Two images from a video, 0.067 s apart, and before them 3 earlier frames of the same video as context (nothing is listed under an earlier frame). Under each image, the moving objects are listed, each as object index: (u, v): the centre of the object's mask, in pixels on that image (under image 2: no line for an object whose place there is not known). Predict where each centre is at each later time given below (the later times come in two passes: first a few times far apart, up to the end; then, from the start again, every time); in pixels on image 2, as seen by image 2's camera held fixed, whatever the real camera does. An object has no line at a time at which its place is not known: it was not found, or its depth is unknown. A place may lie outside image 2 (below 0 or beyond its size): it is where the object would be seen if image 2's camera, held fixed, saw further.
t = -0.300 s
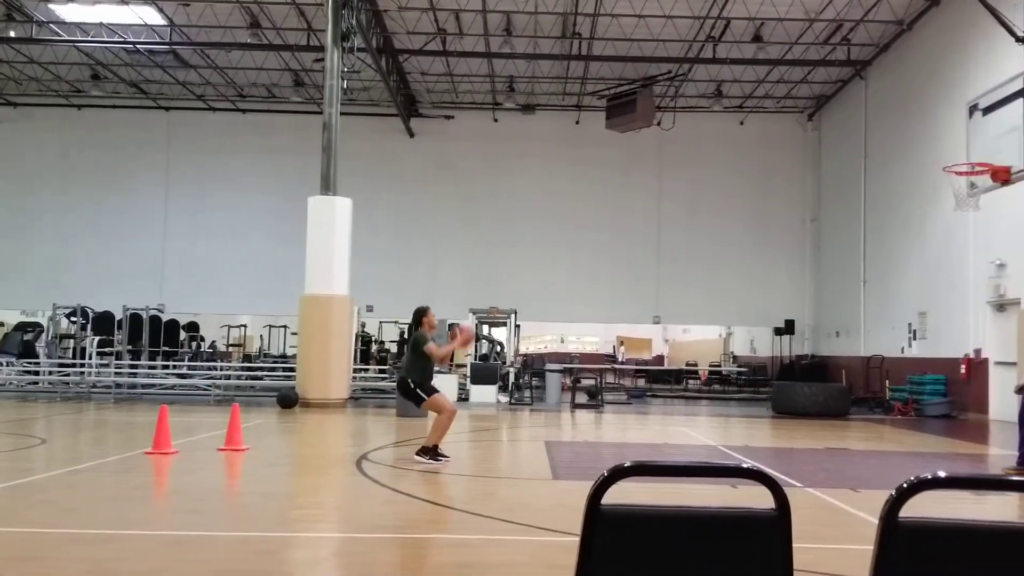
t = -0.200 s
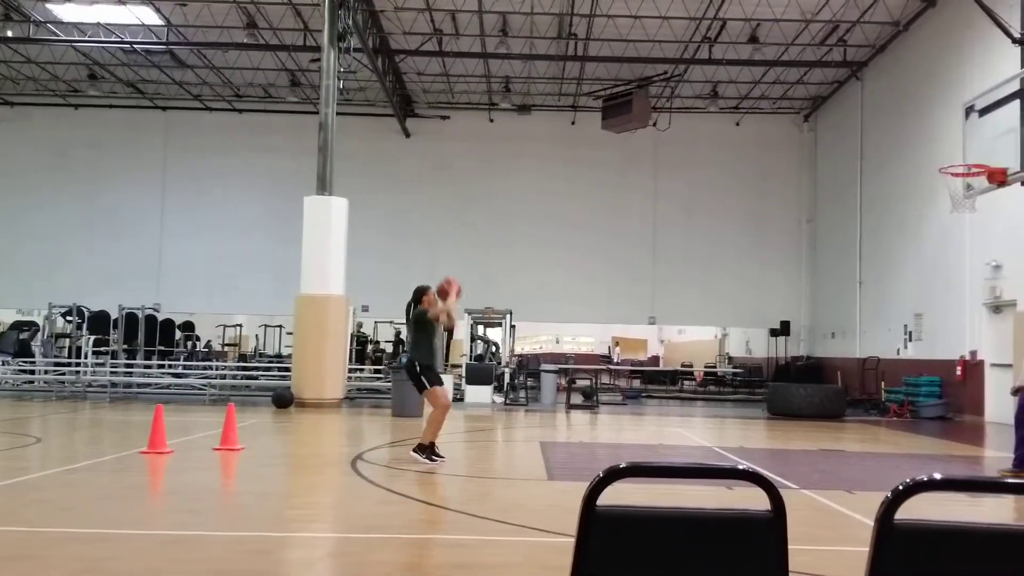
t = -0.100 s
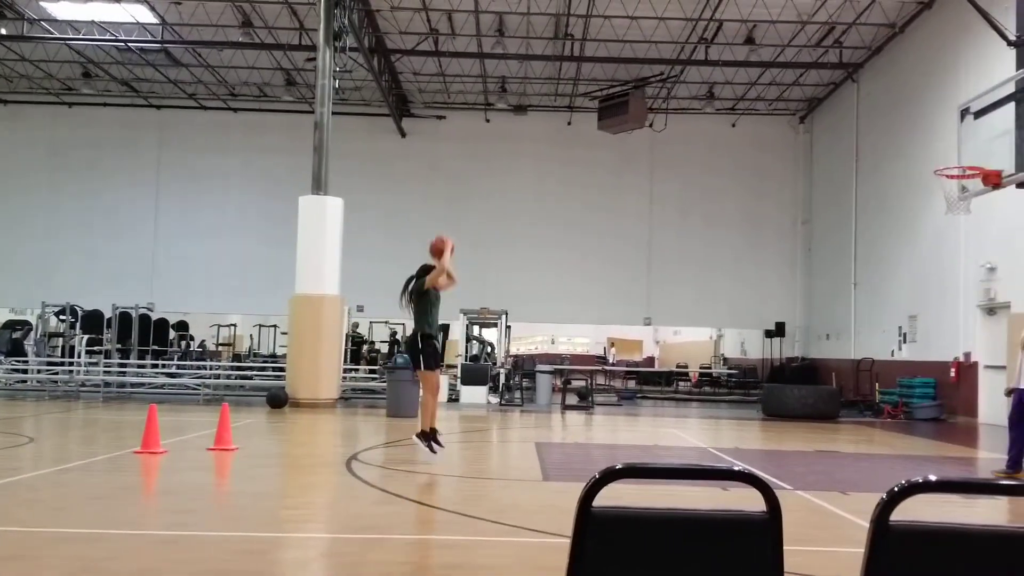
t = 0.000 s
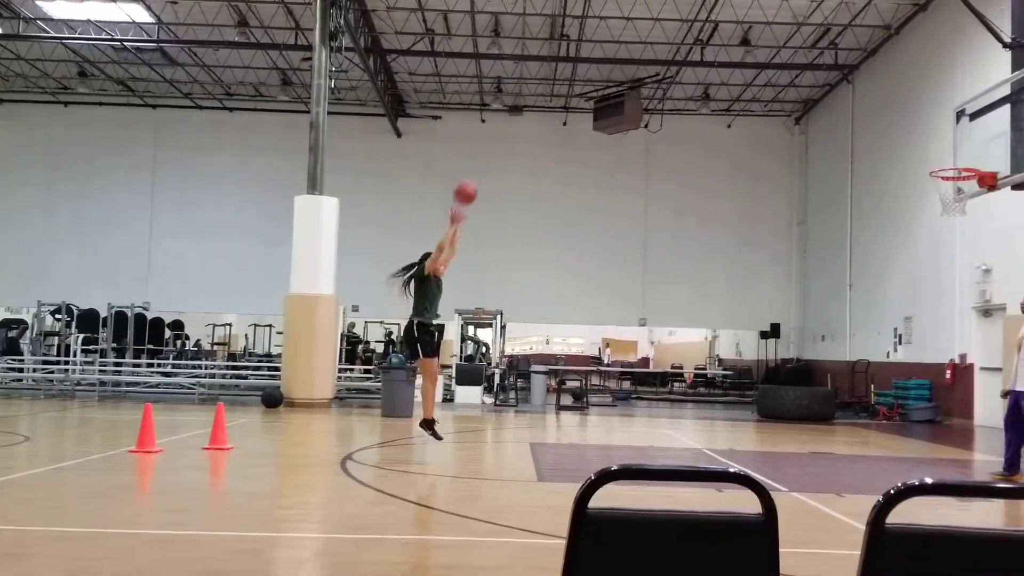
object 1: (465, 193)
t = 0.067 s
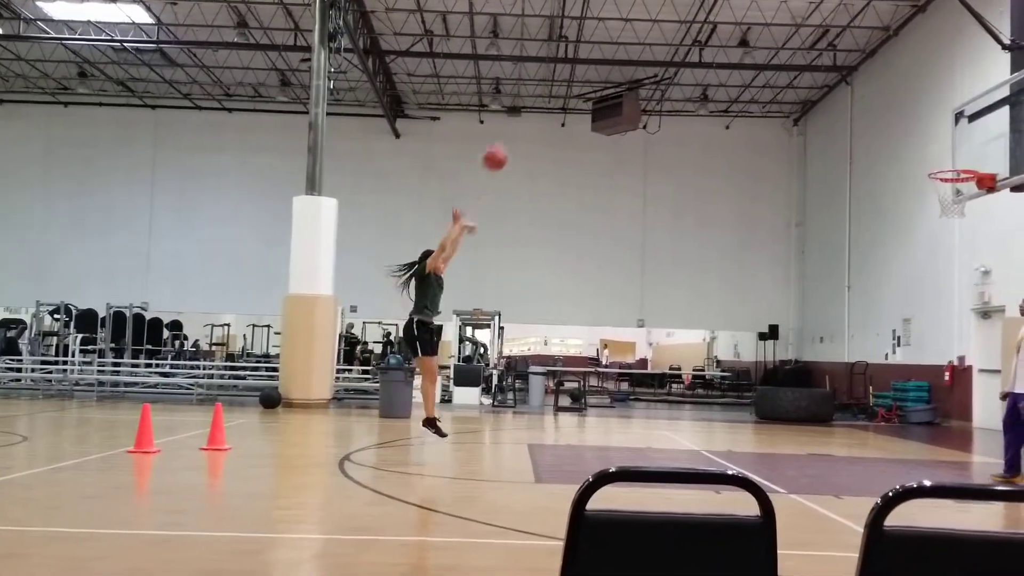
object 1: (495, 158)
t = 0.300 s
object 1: (602, 69)
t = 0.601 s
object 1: (732, 33)
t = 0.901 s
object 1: (855, 83)
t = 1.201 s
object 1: (955, 156)
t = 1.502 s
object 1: (951, 164)
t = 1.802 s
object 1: (972, 194)
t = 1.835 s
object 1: (972, 198)
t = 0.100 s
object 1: (510, 142)
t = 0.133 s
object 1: (526, 128)
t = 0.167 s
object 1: (543, 113)
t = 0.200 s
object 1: (558, 100)
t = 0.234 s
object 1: (572, 88)
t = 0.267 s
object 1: (588, 79)
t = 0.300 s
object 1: (602, 69)
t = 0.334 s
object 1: (617, 61)
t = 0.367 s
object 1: (631, 54)
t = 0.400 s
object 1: (646, 48)
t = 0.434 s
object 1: (660, 43)
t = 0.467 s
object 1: (675, 38)
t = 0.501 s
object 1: (689, 36)
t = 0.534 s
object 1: (703, 34)
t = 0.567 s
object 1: (717, 33)
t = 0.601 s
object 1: (732, 33)
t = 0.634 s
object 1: (745, 35)
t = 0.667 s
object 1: (758, 36)
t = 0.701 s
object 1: (773, 40)
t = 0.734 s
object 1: (787, 45)
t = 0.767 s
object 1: (801, 49)
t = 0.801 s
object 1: (816, 57)
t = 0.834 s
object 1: (829, 64)
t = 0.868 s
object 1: (842, 73)
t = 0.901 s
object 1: (855, 83)
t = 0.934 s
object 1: (867, 93)
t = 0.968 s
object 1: (881, 105)
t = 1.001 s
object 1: (893, 117)
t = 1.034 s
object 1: (907, 131)
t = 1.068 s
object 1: (920, 146)
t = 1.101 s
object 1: (933, 163)
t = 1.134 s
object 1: (940, 161)
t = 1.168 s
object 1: (948, 158)
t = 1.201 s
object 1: (955, 156)
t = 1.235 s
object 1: (962, 155)
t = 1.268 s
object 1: (969, 155)
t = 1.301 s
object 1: (976, 156)
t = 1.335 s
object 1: (982, 158)
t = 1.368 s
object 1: (976, 158)
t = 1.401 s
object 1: (970, 159)
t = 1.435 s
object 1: (964, 160)
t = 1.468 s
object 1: (958, 162)
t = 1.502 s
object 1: (951, 164)
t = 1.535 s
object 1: (944, 166)
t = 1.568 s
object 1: (945, 169)
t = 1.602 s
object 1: (948, 181)
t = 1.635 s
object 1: (954, 185)
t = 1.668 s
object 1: (959, 189)
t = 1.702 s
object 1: (963, 192)
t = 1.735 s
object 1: (967, 193)
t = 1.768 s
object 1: (970, 193)
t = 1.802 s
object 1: (972, 194)
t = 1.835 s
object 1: (972, 198)
